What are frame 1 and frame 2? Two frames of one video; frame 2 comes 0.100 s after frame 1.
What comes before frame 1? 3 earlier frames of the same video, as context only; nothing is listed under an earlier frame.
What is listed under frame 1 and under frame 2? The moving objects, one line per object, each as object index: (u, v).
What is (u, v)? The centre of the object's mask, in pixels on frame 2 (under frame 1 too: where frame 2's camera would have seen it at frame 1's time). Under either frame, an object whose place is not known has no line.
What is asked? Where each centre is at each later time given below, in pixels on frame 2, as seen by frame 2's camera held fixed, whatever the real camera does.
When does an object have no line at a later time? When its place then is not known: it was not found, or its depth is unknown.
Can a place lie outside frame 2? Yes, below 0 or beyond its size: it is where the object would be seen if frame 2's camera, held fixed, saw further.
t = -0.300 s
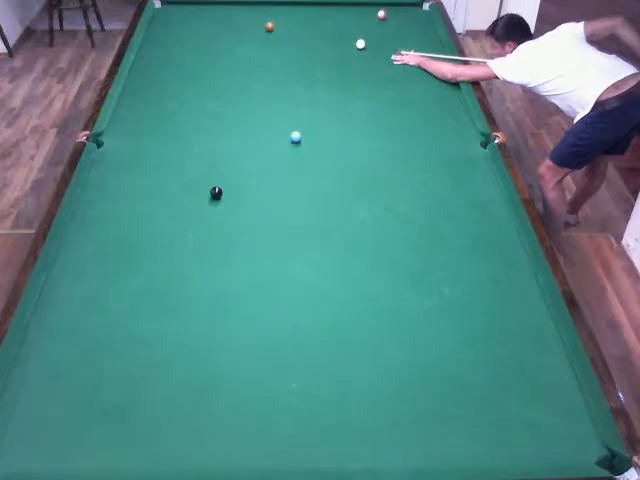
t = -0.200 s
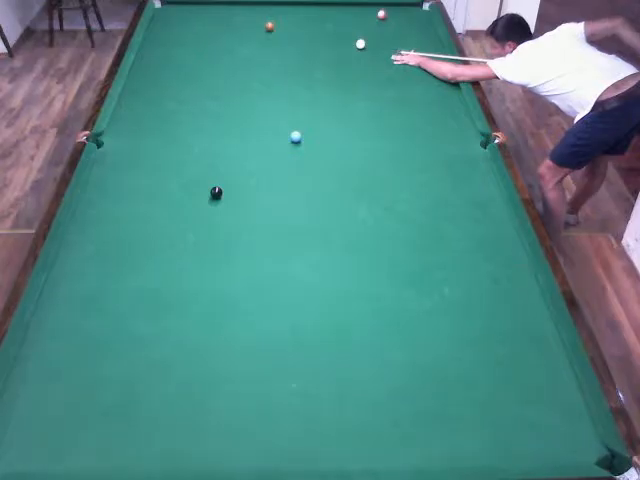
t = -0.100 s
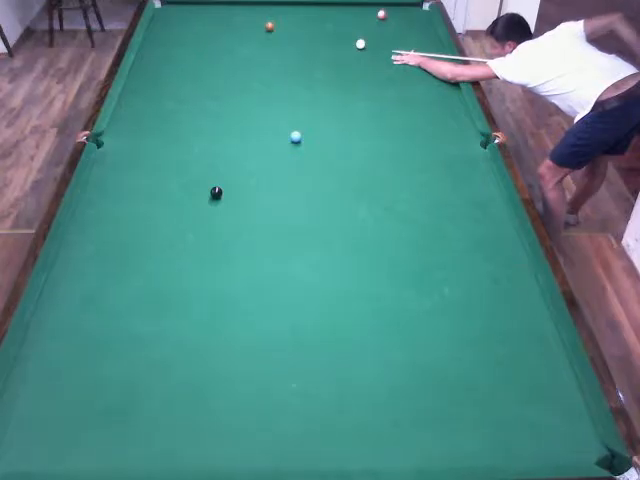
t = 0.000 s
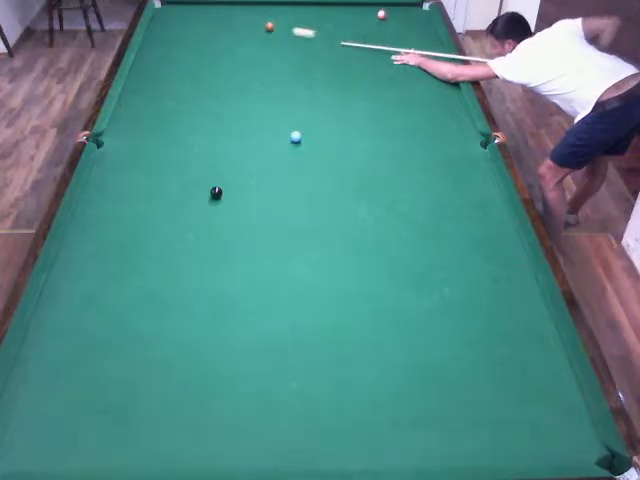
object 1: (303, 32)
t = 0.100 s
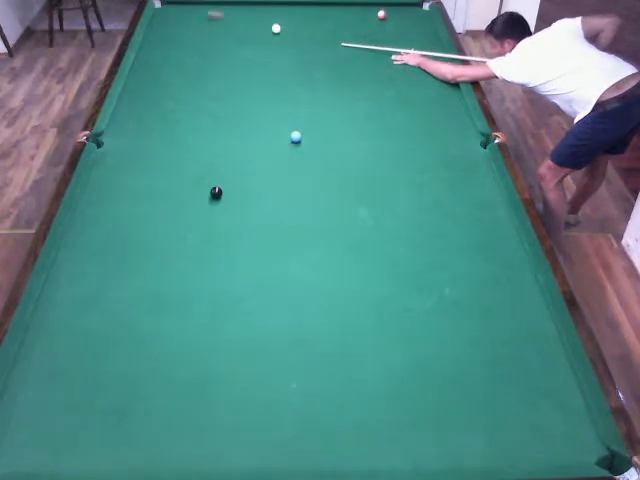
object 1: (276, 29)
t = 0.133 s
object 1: (278, 29)
